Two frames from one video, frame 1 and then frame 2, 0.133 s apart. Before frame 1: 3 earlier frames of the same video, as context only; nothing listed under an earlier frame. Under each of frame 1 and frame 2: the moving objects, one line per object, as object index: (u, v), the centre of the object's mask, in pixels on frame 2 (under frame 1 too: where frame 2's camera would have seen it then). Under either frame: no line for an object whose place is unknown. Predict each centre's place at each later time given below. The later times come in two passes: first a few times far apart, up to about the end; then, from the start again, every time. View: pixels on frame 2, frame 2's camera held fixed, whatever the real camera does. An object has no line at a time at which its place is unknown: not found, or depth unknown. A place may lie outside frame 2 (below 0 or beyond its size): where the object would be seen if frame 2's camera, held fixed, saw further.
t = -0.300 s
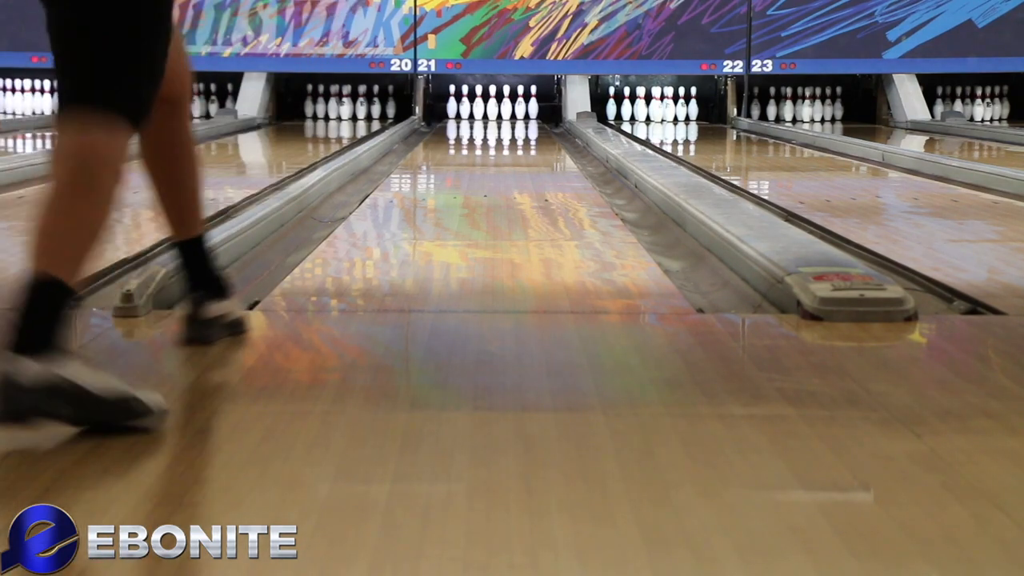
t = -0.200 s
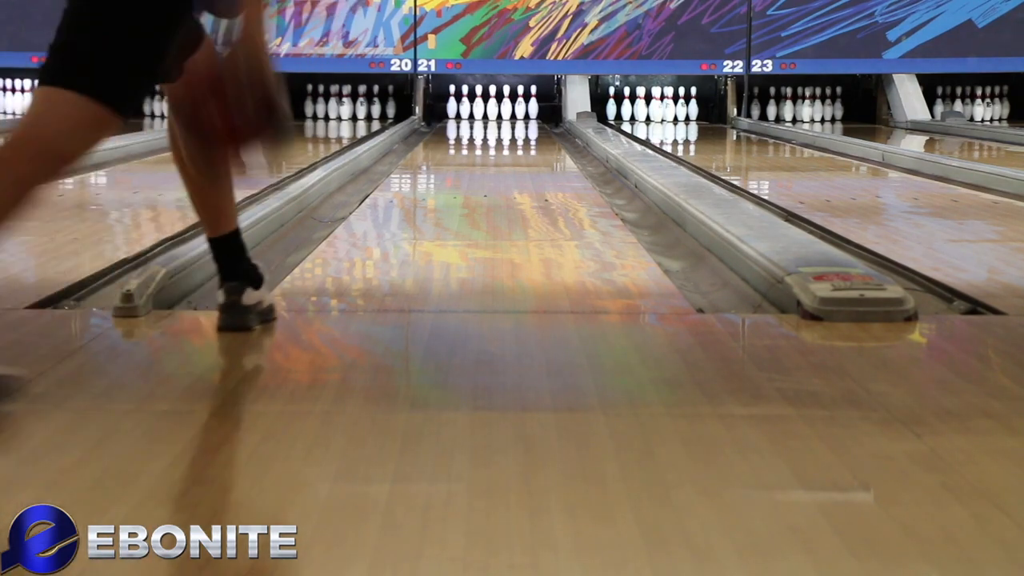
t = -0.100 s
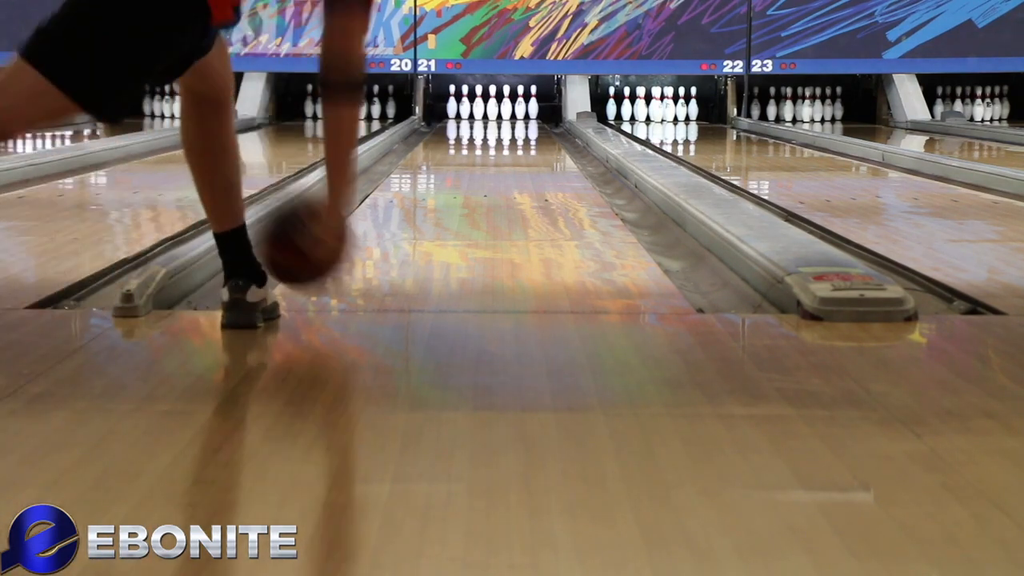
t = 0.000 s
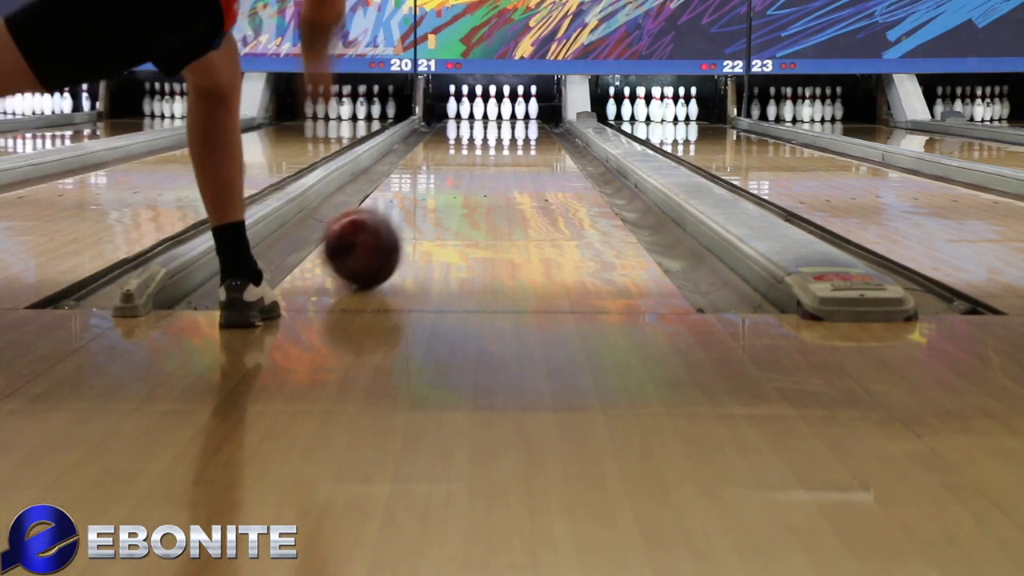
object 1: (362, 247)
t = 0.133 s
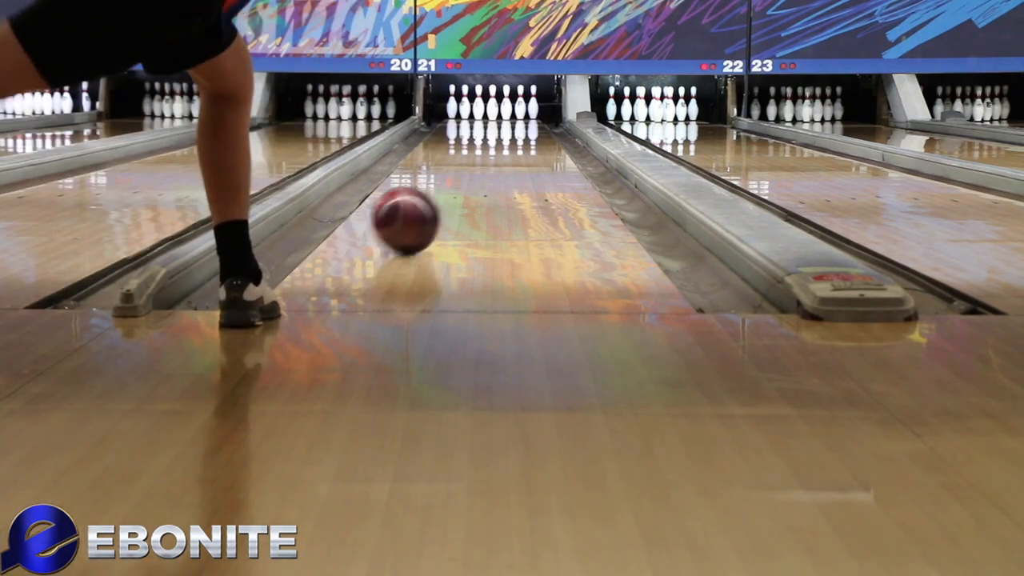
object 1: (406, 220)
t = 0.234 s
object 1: (430, 204)
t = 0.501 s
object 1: (472, 174)
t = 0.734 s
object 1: (495, 158)
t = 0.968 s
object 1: (508, 145)
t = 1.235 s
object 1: (519, 134)
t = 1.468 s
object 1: (523, 128)
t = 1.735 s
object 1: (523, 121)
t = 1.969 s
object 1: (517, 116)
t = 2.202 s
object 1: (505, 112)
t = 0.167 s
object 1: (415, 214)
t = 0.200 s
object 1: (422, 209)
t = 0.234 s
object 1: (430, 204)
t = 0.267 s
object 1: (437, 199)
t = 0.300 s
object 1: (443, 195)
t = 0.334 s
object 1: (449, 191)
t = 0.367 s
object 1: (454, 187)
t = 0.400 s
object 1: (459, 184)
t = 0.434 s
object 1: (464, 180)
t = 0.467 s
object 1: (468, 177)
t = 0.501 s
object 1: (472, 174)
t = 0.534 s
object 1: (476, 172)
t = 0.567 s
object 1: (479, 169)
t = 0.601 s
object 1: (483, 166)
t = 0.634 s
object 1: (486, 164)
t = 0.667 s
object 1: (489, 161)
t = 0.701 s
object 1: (492, 160)
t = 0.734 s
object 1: (495, 158)
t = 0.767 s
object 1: (497, 155)
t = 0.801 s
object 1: (499, 153)
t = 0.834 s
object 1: (501, 151)
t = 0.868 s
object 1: (503, 150)
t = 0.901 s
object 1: (505, 148)
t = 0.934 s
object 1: (507, 146)
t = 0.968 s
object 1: (508, 145)
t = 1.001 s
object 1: (510, 143)
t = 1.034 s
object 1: (512, 142)
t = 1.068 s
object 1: (513, 140)
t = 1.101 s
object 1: (514, 139)
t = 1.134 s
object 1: (515, 137)
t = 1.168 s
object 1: (517, 136)
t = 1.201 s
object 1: (518, 135)
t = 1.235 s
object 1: (519, 134)
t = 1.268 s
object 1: (520, 133)
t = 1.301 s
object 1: (521, 132)
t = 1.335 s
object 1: (521, 131)
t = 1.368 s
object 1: (522, 130)
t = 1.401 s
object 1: (523, 129)
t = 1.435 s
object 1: (523, 128)
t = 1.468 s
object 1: (523, 128)
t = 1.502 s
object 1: (524, 127)
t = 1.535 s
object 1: (524, 126)
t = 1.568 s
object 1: (524, 125)
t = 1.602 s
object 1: (524, 124)
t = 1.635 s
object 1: (524, 123)
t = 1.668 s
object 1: (524, 123)
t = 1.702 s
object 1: (524, 122)
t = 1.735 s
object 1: (523, 121)
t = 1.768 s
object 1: (523, 121)
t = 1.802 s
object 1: (522, 120)
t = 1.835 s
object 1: (522, 119)
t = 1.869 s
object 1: (521, 119)
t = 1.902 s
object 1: (520, 118)
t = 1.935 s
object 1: (518, 117)
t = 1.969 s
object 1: (517, 116)
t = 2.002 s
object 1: (516, 116)
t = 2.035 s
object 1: (514, 116)
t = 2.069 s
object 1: (512, 115)
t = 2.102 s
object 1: (510, 115)
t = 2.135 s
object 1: (508, 113)
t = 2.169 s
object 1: (506, 113)
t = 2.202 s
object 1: (505, 112)
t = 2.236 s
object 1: (503, 112)
